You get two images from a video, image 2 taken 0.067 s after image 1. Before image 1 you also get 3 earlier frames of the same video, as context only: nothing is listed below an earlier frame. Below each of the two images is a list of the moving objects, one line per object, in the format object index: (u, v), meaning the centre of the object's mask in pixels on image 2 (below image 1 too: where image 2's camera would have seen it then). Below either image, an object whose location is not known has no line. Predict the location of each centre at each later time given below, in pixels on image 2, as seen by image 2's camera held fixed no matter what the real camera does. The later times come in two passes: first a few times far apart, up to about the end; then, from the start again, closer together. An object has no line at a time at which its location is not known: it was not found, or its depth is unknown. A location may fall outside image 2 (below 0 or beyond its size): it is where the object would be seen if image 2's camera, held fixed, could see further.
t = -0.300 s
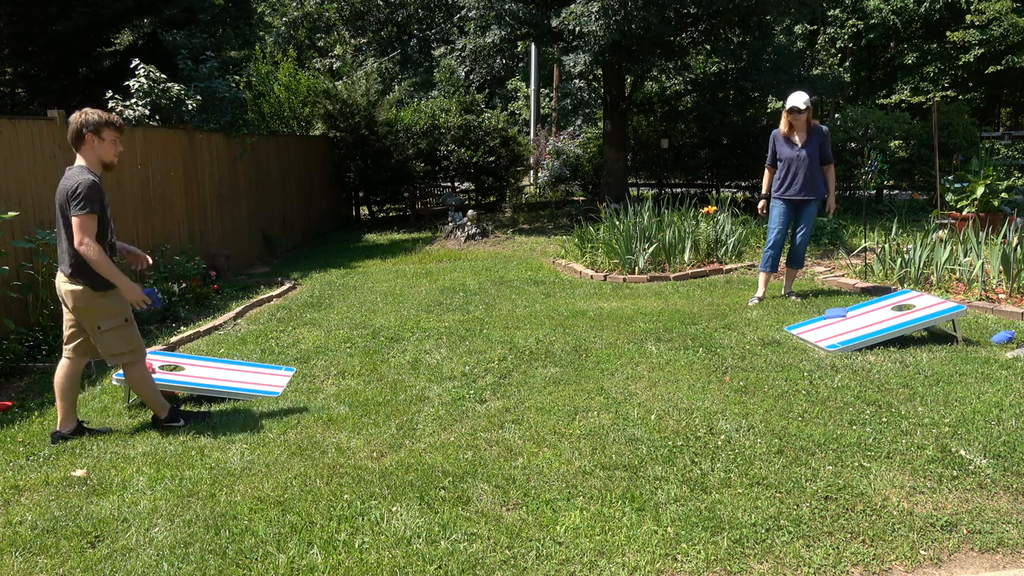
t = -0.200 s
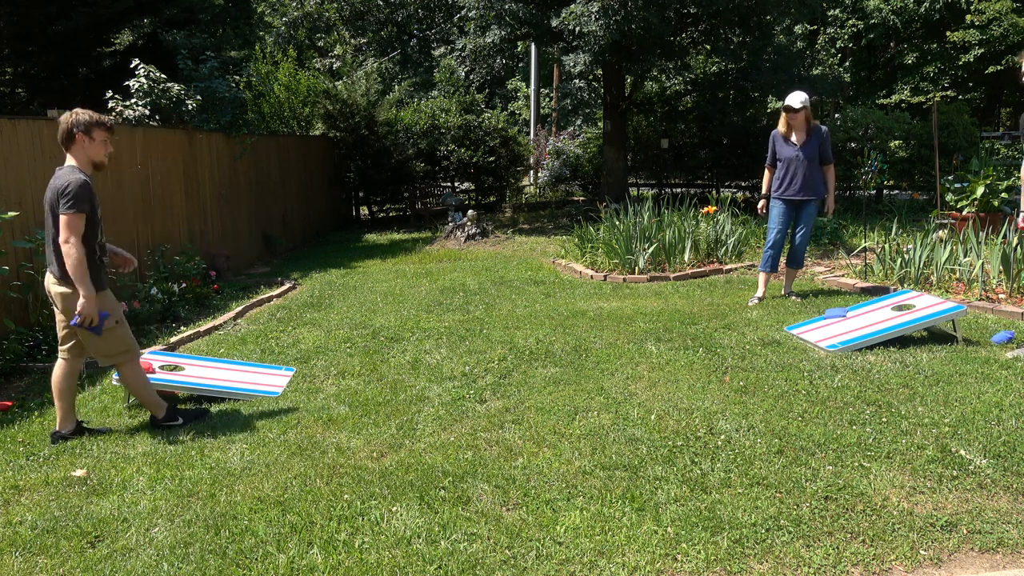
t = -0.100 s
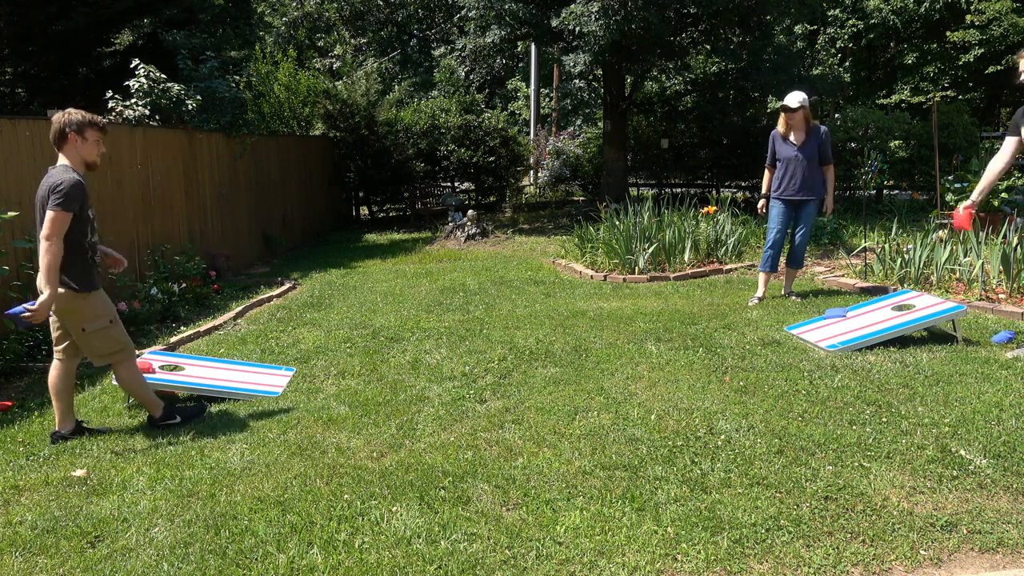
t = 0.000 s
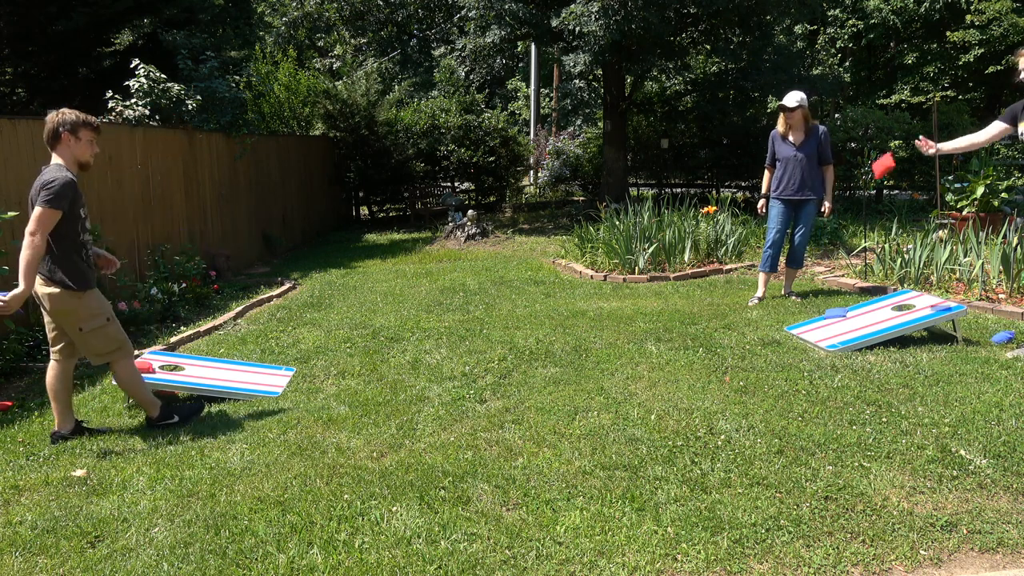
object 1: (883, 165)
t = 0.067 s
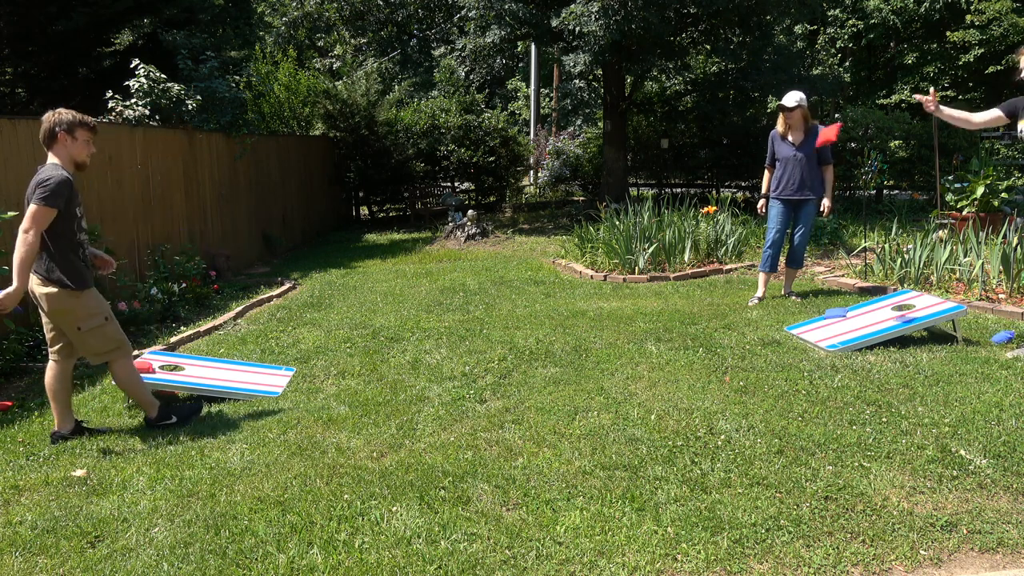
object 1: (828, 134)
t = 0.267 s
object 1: (652, 86)
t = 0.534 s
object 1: (400, 137)
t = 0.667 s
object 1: (274, 216)
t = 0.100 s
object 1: (801, 121)
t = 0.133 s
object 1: (770, 111)
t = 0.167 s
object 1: (742, 101)
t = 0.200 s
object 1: (712, 94)
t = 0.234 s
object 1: (682, 89)
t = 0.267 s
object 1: (652, 86)
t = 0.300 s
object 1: (620, 86)
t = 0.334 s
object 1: (590, 86)
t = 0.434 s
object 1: (494, 101)
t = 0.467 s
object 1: (463, 111)
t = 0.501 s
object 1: (431, 123)
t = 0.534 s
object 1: (400, 137)
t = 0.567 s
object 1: (367, 154)
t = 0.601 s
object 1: (336, 173)
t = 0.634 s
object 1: (305, 193)
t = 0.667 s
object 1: (274, 216)
